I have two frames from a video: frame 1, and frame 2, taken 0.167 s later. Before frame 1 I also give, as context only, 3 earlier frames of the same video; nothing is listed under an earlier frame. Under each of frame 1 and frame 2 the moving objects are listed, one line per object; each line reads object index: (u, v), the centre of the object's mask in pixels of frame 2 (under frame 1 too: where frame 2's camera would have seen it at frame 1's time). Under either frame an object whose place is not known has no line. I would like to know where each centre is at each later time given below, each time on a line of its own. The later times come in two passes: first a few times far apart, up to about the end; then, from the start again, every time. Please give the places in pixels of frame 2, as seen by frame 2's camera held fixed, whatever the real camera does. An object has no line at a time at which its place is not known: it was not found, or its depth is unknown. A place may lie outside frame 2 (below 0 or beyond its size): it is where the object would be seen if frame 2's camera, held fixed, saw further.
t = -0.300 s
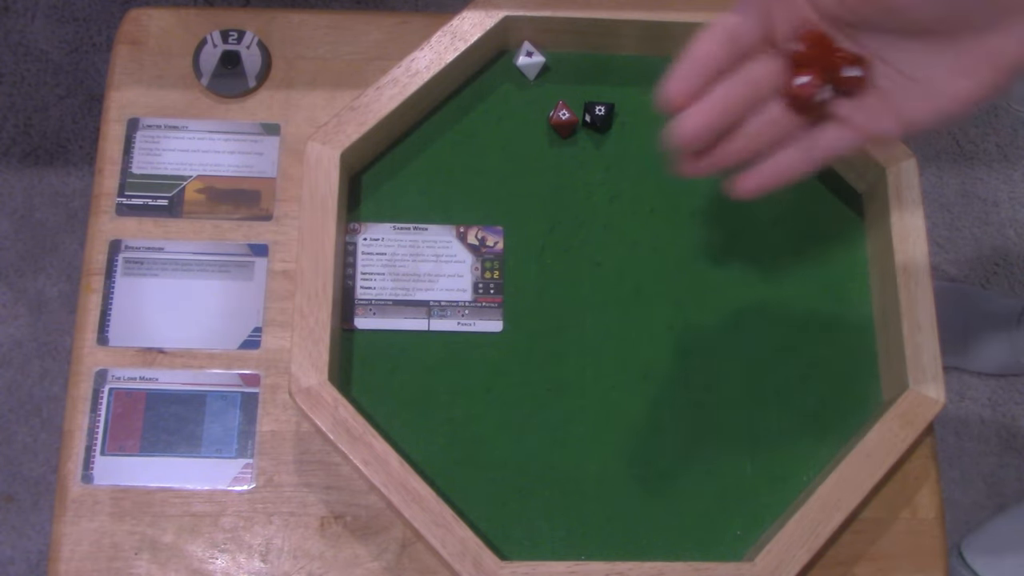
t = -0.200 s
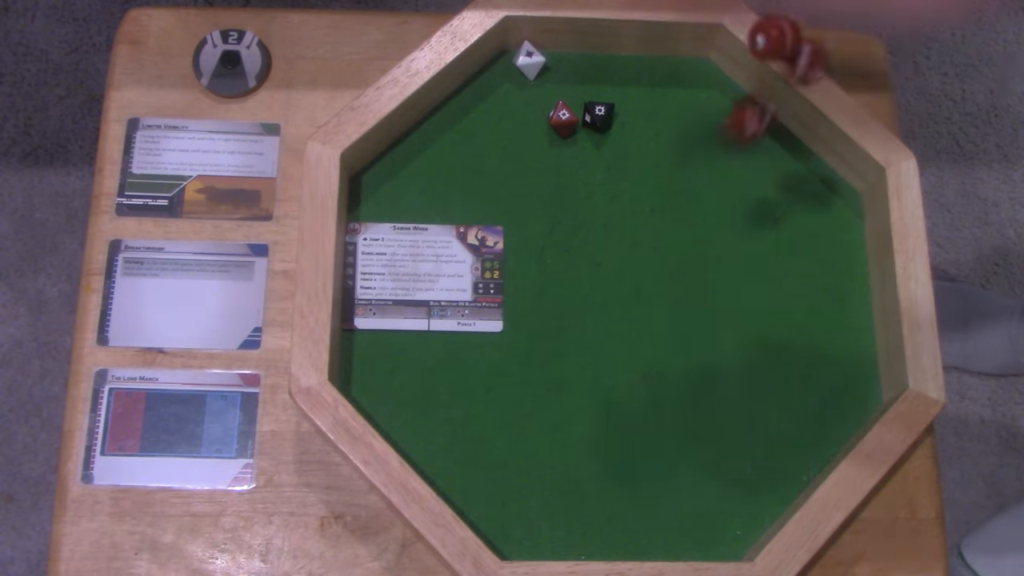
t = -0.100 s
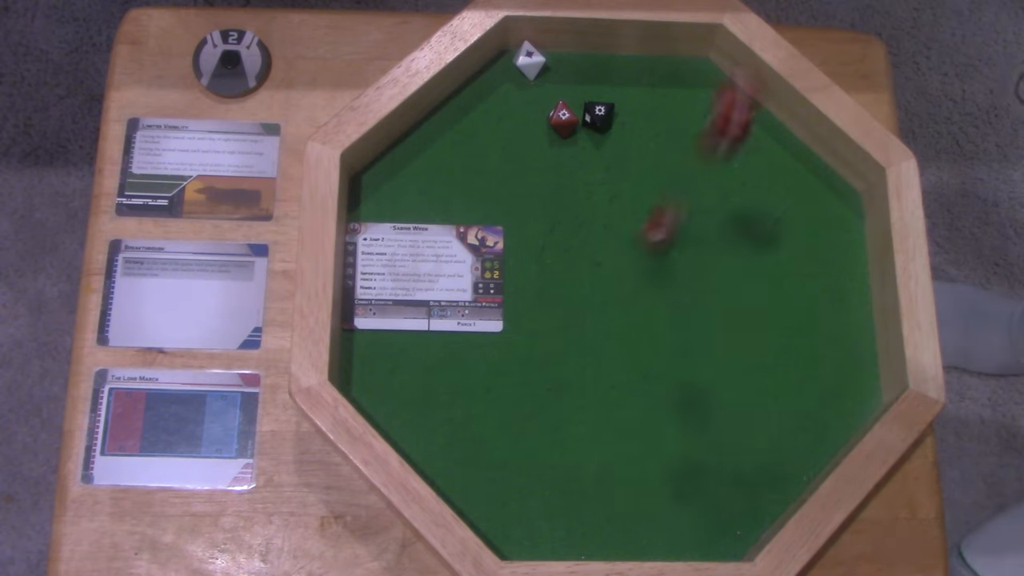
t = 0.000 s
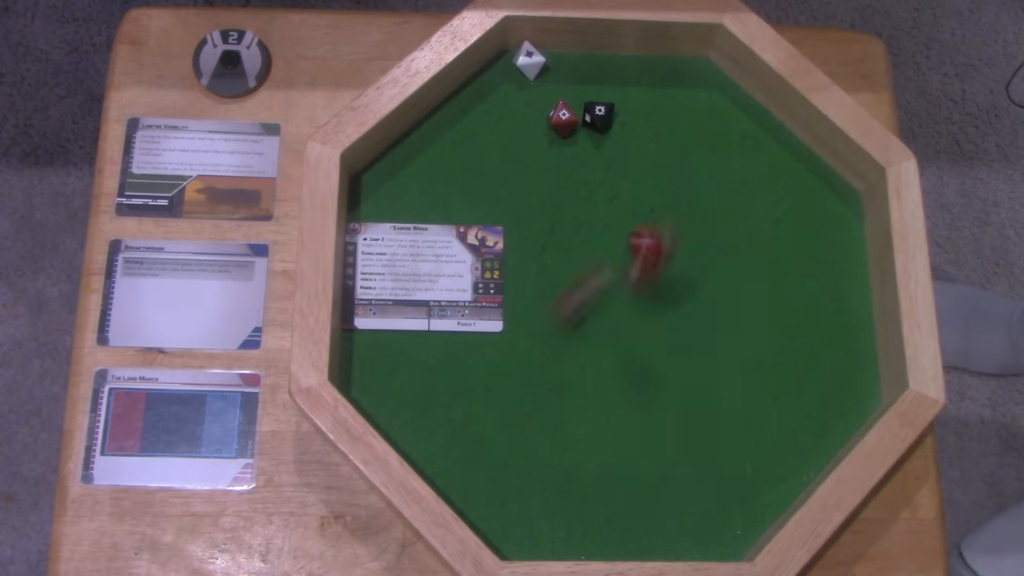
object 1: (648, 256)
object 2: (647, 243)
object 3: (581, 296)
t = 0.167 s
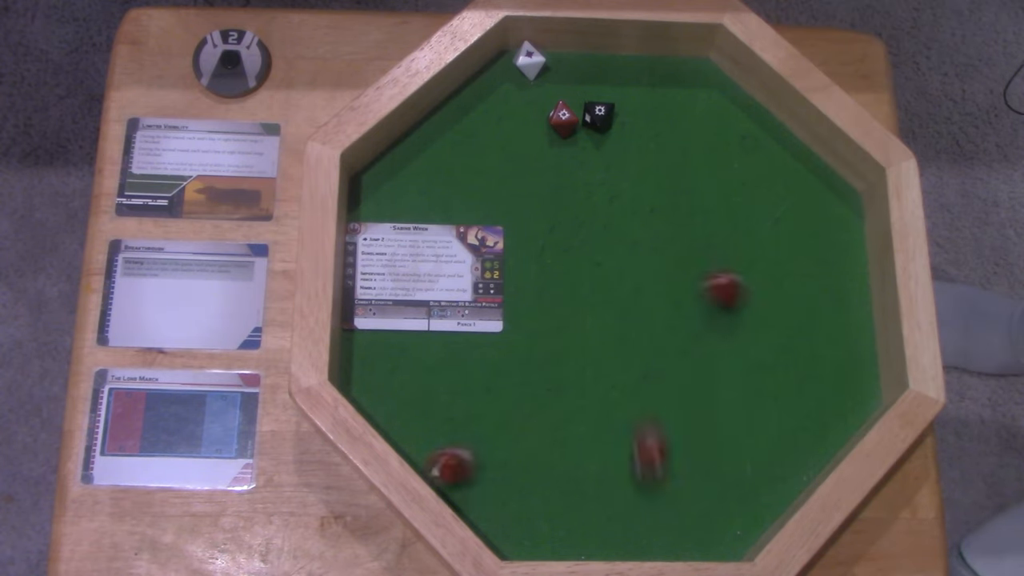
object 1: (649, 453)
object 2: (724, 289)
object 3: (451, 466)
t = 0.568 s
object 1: (668, 409)
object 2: (822, 382)
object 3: (540, 420)
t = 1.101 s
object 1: (668, 409)
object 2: (821, 367)
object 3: (539, 417)
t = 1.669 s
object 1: (668, 409)
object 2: (821, 367)
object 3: (539, 417)
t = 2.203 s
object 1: (668, 409)
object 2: (822, 367)
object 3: (539, 417)
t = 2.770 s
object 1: (668, 409)
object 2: (822, 366)
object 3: (539, 417)
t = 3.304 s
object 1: (668, 409)
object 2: (822, 367)
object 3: (539, 417)
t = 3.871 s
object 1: (668, 409)
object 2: (822, 367)
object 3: (539, 417)
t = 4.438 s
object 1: (668, 409)
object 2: (822, 366)
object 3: (539, 417)
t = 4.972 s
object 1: (668, 409)
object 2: (822, 367)
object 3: (539, 417)
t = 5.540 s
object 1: (668, 409)
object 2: (822, 367)
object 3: (539, 417)
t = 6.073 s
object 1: (668, 409)
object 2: (822, 367)
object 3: (539, 417)
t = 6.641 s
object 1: (668, 409)
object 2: (822, 367)
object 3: (539, 417)
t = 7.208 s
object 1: (668, 409)
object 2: (822, 366)
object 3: (539, 417)
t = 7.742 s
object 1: (668, 409)
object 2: (822, 366)
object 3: (539, 417)
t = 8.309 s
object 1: (668, 409)
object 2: (821, 366)
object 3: (539, 417)
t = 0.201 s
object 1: (659, 498)
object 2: (745, 291)
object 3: (478, 459)
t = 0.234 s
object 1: (666, 538)
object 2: (760, 302)
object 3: (499, 455)
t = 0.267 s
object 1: (671, 516)
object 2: (772, 314)
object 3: (511, 448)
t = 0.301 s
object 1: (670, 485)
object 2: (785, 322)
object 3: (514, 442)
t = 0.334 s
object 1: (668, 458)
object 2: (794, 333)
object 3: (516, 438)
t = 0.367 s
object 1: (668, 441)
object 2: (805, 343)
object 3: (517, 435)
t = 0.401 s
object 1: (666, 428)
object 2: (811, 352)
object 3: (519, 432)
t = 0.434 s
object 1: (666, 418)
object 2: (818, 364)
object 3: (524, 430)
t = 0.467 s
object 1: (666, 410)
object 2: (821, 373)
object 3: (527, 428)
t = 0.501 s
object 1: (667, 409)
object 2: (821, 378)
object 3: (531, 425)
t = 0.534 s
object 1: (669, 408)
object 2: (822, 381)
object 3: (537, 422)
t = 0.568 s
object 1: (668, 409)
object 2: (822, 382)
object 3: (540, 420)
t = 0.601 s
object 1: (668, 409)
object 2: (822, 382)
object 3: (540, 417)
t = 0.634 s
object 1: (668, 409)
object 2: (823, 382)
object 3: (539, 416)
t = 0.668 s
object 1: (668, 409)
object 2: (823, 381)
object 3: (539, 418)
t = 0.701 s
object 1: (668, 409)
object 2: (823, 380)
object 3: (539, 417)
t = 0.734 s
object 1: (668, 409)
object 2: (823, 379)
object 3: (539, 417)
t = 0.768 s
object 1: (668, 409)
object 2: (822, 376)
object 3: (539, 417)
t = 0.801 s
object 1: (668, 409)
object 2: (822, 371)
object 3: (539, 417)
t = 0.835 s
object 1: (668, 409)
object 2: (821, 365)
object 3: (539, 417)
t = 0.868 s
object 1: (668, 409)
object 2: (822, 364)
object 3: (539, 417)
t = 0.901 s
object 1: (668, 409)
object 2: (821, 367)
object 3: (539, 417)
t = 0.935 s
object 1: (668, 409)
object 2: (821, 367)
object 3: (539, 417)
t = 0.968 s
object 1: (668, 409)
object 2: (822, 366)
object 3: (539, 417)
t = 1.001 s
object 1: (668, 409)
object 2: (821, 367)
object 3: (539, 417)
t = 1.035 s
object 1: (668, 409)
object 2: (821, 367)
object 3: (539, 417)
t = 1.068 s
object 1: (668, 409)
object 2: (821, 366)
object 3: (539, 417)
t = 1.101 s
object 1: (668, 409)
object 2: (821, 367)
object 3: (539, 417)
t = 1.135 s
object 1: (668, 409)
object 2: (821, 367)
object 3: (539, 417)
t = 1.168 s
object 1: (668, 409)
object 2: (821, 367)
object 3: (539, 417)
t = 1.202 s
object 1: (668, 409)
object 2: (821, 367)
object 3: (539, 417)
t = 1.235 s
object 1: (668, 409)
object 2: (821, 367)
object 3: (539, 417)
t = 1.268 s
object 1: (668, 409)
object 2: (821, 367)
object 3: (539, 417)
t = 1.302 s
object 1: (668, 409)
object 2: (821, 367)
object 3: (539, 417)
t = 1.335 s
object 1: (668, 409)
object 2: (821, 366)
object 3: (539, 417)
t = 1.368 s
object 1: (668, 409)
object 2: (821, 367)
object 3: (539, 417)
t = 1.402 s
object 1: (668, 409)
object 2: (821, 367)
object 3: (539, 417)
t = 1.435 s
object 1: (668, 409)
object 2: (821, 367)
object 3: (539, 417)
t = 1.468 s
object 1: (668, 409)
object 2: (821, 367)
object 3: (539, 417)
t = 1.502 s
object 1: (668, 409)
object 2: (821, 367)
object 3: (539, 417)
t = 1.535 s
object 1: (668, 409)
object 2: (822, 367)
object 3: (539, 417)
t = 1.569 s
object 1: (668, 409)
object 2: (821, 367)
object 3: (539, 417)
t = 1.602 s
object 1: (668, 409)
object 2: (821, 367)
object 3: (539, 417)
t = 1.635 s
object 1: (668, 409)
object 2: (821, 367)
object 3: (539, 417)
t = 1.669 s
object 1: (668, 409)
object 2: (821, 367)
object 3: (539, 417)
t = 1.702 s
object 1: (668, 409)
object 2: (821, 367)
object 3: (539, 417)
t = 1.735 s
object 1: (668, 409)
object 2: (821, 367)
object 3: (539, 417)
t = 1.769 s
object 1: (668, 409)
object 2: (821, 367)
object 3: (539, 417)
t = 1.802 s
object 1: (668, 409)
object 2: (821, 367)
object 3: (539, 417)
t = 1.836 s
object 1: (668, 409)
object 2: (821, 367)
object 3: (539, 417)
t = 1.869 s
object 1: (668, 409)
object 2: (821, 367)
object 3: (539, 417)
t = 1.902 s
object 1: (668, 409)
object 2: (821, 367)
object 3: (539, 417)
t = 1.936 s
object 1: (668, 409)
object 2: (821, 367)
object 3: (539, 417)
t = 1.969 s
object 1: (668, 409)
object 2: (821, 367)
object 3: (539, 417)
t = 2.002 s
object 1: (668, 409)
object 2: (821, 367)
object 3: (539, 417)
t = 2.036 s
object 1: (668, 409)
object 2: (821, 367)
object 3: (539, 417)
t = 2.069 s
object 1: (668, 409)
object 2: (821, 367)
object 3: (539, 417)
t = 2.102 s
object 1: (668, 409)
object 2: (821, 367)
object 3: (539, 417)
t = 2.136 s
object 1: (668, 409)
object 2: (821, 367)
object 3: (539, 417)
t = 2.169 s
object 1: (668, 409)
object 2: (821, 367)
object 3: (539, 417)
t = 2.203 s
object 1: (668, 409)
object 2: (822, 367)
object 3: (539, 417)
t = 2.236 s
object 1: (668, 409)
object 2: (821, 367)
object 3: (539, 417)
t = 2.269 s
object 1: (668, 409)
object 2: (821, 367)
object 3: (539, 417)
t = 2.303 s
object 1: (668, 409)
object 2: (821, 367)
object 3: (539, 417)
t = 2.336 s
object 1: (668, 409)
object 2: (822, 367)
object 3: (539, 417)
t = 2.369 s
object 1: (668, 409)
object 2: (821, 367)
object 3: (539, 417)
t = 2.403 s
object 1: (668, 409)
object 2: (821, 367)
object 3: (539, 417)
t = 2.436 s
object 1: (668, 409)
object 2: (821, 367)
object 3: (539, 417)
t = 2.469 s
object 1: (668, 409)
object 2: (821, 367)
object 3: (539, 417)
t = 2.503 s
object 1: (668, 409)
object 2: (821, 367)
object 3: (539, 417)
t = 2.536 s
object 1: (668, 409)
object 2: (821, 367)
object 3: (539, 417)
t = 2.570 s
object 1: (668, 409)
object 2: (821, 367)
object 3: (539, 417)
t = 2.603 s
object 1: (668, 409)
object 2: (821, 367)
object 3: (539, 417)
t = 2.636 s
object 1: (668, 409)
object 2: (821, 367)
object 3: (539, 417)
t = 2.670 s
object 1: (668, 409)
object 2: (821, 366)
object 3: (539, 417)
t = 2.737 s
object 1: (668, 409)
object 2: (822, 366)
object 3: (539, 417)
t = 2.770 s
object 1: (668, 409)
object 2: (822, 366)
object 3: (539, 417)
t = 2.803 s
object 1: (668, 409)
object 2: (821, 366)
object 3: (539, 417)
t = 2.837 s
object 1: (668, 409)
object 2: (821, 366)
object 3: (539, 417)
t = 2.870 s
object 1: (668, 409)
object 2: (822, 366)
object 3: (539, 417)
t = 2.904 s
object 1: (668, 409)
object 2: (821, 366)
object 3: (539, 417)
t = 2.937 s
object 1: (668, 409)
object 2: (821, 366)
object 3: (539, 417)
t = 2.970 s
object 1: (668, 409)
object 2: (822, 366)
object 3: (539, 417)
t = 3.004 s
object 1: (668, 409)
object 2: (822, 366)
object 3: (539, 417)
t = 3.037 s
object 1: (668, 409)
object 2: (822, 366)
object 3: (539, 417)
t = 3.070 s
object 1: (668, 409)
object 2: (822, 366)
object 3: (539, 417)
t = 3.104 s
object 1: (668, 409)
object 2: (822, 366)
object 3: (539, 417)
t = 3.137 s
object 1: (668, 409)
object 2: (822, 366)
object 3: (539, 417)
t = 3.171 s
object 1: (668, 409)
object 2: (822, 366)
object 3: (539, 417)
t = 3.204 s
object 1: (668, 409)
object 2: (822, 366)
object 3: (539, 417)
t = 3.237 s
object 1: (668, 409)
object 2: (822, 366)
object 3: (539, 417)
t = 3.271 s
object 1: (668, 409)
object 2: (822, 367)
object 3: (539, 417)
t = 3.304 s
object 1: (668, 409)
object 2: (822, 367)
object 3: (539, 417)
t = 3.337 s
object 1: (668, 409)
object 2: (822, 367)
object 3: (539, 417)
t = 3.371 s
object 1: (668, 409)
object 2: (822, 367)
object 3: (539, 417)
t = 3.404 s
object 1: (668, 409)
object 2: (822, 367)
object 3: (539, 417)
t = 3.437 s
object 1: (668, 409)
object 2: (822, 367)
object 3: (539, 417)
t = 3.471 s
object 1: (668, 409)
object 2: (822, 367)
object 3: (539, 417)
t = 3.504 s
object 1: (668, 409)
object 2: (822, 367)
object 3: (539, 417)
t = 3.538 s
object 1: (668, 409)
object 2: (822, 367)
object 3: (539, 417)
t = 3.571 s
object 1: (668, 409)
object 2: (822, 367)
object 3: (539, 417)
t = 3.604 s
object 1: (668, 409)
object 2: (822, 367)
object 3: (539, 417)
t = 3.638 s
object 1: (668, 409)
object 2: (822, 367)
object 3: (539, 417)
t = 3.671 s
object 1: (668, 409)
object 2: (822, 367)
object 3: (539, 417)
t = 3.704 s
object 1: (668, 409)
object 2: (822, 367)
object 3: (539, 417)
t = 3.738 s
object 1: (668, 409)
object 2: (822, 367)
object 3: (539, 417)
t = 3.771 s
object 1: (668, 409)
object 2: (822, 367)
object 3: (539, 417)
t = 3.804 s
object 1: (668, 409)
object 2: (822, 367)
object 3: (539, 417)
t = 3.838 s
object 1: (668, 409)
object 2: (822, 367)
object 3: (539, 417)
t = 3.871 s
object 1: (668, 409)
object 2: (822, 367)
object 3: (539, 417)
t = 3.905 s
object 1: (668, 409)
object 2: (822, 367)
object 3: (539, 417)
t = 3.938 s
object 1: (668, 409)
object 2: (822, 367)
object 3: (539, 417)
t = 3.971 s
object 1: (668, 409)
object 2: (822, 367)
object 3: (539, 417)
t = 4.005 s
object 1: (668, 409)
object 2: (822, 367)
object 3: (539, 417)
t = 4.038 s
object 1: (668, 409)
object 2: (822, 367)
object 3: (539, 417)
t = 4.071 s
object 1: (668, 409)
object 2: (822, 367)
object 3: (539, 417)
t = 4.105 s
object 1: (668, 409)
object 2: (822, 367)
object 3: (539, 417)
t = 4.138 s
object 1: (668, 409)
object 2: (822, 367)
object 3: (539, 417)
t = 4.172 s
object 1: (668, 409)
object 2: (822, 367)
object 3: (539, 417)
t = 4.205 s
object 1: (668, 409)
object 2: (822, 367)
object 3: (539, 417)
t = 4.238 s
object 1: (668, 409)
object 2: (822, 367)
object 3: (539, 417)
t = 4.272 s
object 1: (668, 409)
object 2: (822, 367)
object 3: (539, 417)
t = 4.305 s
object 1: (668, 409)
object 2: (822, 367)
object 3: (539, 417)
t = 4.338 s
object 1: (668, 409)
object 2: (822, 367)
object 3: (539, 417)
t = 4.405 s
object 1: (668, 409)
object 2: (822, 367)
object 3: (539, 417)
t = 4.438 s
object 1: (668, 409)
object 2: (822, 366)
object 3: (539, 417)
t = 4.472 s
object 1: (668, 409)
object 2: (822, 367)
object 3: (539, 417)
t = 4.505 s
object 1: (668, 409)
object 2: (822, 367)
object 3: (539, 417)
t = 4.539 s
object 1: (668, 409)
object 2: (822, 367)
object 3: (539, 417)
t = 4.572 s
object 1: (668, 409)
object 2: (822, 367)
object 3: (539, 417)
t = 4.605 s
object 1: (668, 409)
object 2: (822, 367)
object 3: (539, 417)
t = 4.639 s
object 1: (668, 409)
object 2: (822, 367)
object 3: (539, 417)
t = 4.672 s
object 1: (668, 409)
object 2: (822, 367)
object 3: (539, 417)
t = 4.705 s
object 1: (668, 409)
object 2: (822, 366)
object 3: (539, 417)
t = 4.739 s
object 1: (668, 409)
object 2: (822, 366)
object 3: (539, 417)
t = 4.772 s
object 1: (668, 409)
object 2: (822, 367)
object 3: (539, 417)
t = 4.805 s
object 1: (668, 409)
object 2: (822, 367)
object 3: (539, 417)
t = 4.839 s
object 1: (668, 409)
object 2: (822, 367)
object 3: (539, 417)
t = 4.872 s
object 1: (668, 409)
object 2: (822, 367)
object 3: (539, 417)
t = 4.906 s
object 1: (668, 409)
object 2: (822, 367)
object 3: (539, 417)
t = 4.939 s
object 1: (668, 409)
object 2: (822, 367)
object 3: (539, 417)
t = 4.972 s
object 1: (668, 409)
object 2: (822, 367)
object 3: (539, 417)
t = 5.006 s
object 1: (668, 409)
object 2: (822, 367)
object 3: (539, 417)
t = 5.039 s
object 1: (668, 409)
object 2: (822, 367)
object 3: (539, 417)
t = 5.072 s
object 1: (668, 409)
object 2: (822, 367)
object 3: (539, 417)
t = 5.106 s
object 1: (668, 409)
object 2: (822, 367)
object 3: (539, 417)
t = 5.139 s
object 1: (668, 409)
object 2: (822, 367)
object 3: (539, 417)
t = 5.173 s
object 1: (668, 409)
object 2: (822, 367)
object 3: (539, 417)
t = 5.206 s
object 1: (668, 409)
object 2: (822, 367)
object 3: (539, 417)
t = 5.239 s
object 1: (668, 409)
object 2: (822, 367)
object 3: (539, 417)
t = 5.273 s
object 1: (668, 409)
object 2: (822, 367)
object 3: (539, 417)
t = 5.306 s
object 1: (668, 409)
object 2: (822, 367)
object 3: (539, 417)
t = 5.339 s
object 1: (668, 409)
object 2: (822, 367)
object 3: (539, 417)
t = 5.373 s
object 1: (668, 409)
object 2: (822, 367)
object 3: (539, 417)
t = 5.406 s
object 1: (668, 409)
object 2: (822, 367)
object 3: (539, 417)
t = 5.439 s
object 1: (668, 409)
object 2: (822, 367)
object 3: (539, 417)
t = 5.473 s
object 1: (668, 409)
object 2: (822, 367)
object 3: (539, 417)
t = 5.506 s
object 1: (668, 409)
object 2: (822, 367)
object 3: (539, 417)
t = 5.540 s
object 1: (668, 409)
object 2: (822, 367)
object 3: (539, 417)
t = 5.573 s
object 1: (668, 409)
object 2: (822, 367)
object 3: (539, 417)
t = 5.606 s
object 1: (668, 409)
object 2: (822, 367)
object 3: (539, 417)
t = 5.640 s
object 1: (668, 409)
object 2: (822, 367)
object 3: (539, 417)
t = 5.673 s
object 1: (668, 409)
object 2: (822, 367)
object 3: (539, 417)
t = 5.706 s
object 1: (668, 409)
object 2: (822, 367)
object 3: (539, 417)
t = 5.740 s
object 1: (668, 409)
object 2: (822, 367)
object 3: (539, 417)
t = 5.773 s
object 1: (668, 409)
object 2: (822, 367)
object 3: (539, 417)
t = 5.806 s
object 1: (668, 409)
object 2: (822, 367)
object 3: (539, 417)
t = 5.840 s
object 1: (668, 409)
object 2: (822, 367)
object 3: (539, 417)
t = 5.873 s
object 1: (668, 409)
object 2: (822, 367)
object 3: (539, 417)
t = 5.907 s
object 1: (668, 409)
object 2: (822, 367)
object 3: (539, 417)
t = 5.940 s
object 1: (668, 409)
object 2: (822, 367)
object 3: (539, 417)
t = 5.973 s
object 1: (668, 409)
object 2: (822, 367)
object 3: (539, 417)
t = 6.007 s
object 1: (668, 409)
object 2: (822, 367)
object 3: (539, 417)
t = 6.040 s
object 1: (668, 409)
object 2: (822, 367)
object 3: (539, 417)
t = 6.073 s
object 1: (668, 409)
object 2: (822, 367)
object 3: (539, 417)
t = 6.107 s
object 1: (668, 409)
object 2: (822, 367)
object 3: (539, 417)
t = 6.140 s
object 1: (668, 409)
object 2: (822, 367)
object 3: (539, 417)
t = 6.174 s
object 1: (668, 409)
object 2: (822, 367)
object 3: (539, 417)
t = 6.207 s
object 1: (668, 409)
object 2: (822, 367)
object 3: (539, 417)
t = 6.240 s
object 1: (668, 409)
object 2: (822, 367)
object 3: (539, 417)
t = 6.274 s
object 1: (668, 409)
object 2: (822, 367)
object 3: (539, 417)
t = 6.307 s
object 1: (668, 409)
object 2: (822, 367)
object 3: (539, 417)
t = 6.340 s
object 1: (668, 409)
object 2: (822, 367)
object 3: (539, 417)
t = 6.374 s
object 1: (668, 409)
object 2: (822, 367)
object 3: (539, 417)
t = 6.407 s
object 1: (668, 409)
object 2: (822, 367)
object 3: (539, 417)
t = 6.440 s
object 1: (668, 409)
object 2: (822, 367)
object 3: (539, 417)
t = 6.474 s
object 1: (668, 409)
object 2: (822, 367)
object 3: (539, 417)
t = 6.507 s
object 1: (668, 409)
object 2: (822, 367)
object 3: (539, 417)
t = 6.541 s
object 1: (668, 409)
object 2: (822, 367)
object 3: (539, 417)
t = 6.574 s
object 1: (668, 409)
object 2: (822, 367)
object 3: (539, 417)
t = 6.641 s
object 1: (668, 409)
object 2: (822, 367)
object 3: (539, 417)
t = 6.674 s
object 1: (668, 409)
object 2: (822, 367)
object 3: (539, 417)
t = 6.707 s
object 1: (668, 409)
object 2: (822, 366)
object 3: (539, 417)
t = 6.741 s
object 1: (668, 409)
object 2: (822, 366)
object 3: (539, 417)
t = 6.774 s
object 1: (668, 409)
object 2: (822, 366)
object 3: (539, 417)
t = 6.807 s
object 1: (668, 409)
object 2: (822, 367)
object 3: (539, 417)
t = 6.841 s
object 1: (668, 409)
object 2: (822, 366)
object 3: (539, 417)
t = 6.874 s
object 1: (668, 409)
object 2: (822, 366)
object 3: (539, 417)
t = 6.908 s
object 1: (668, 409)
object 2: (822, 366)
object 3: (539, 417)
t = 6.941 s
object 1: (668, 409)
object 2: (822, 367)
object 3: (539, 417)
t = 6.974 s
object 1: (668, 409)
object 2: (822, 366)
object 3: (539, 417)
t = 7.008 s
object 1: (668, 409)
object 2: (822, 367)
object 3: (539, 417)
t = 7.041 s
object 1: (668, 409)
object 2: (822, 367)
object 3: (539, 417)
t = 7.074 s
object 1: (668, 409)
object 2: (822, 367)
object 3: (539, 417)
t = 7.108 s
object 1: (668, 409)
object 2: (822, 366)
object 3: (539, 417)
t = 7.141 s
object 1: (668, 409)
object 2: (822, 367)
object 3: (539, 417)
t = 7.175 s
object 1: (668, 409)
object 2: (822, 366)
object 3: (539, 417)
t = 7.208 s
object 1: (668, 409)
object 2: (822, 366)
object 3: (539, 417)
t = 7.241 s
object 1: (668, 409)
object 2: (821, 367)
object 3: (539, 417)
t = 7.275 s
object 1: (668, 409)
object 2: (822, 366)
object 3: (539, 417)
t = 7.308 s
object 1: (668, 409)
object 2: (822, 366)
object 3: (539, 417)
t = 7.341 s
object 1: (668, 409)
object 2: (822, 366)
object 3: (539, 417)
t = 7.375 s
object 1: (668, 409)
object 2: (822, 366)
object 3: (539, 417)
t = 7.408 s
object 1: (668, 409)
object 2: (822, 366)
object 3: (539, 417)
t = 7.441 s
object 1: (668, 409)
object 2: (822, 366)
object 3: (539, 417)
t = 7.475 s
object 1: (668, 409)
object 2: (822, 366)
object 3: (539, 417)
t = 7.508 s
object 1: (668, 409)
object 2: (822, 366)
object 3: (539, 417)
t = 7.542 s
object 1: (668, 409)
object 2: (822, 366)
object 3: (539, 417)
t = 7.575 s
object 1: (668, 409)
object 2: (822, 366)
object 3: (539, 417)
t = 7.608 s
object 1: (668, 409)
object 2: (822, 366)
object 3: (539, 417)
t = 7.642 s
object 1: (668, 409)
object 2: (822, 366)
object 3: (539, 417)
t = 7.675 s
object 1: (668, 409)
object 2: (822, 366)
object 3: (539, 417)
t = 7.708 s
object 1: (668, 409)
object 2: (822, 366)
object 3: (539, 417)
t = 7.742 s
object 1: (668, 409)
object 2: (822, 366)
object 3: (539, 417)
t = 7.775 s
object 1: (668, 409)
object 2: (822, 366)
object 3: (539, 417)
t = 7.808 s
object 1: (668, 409)
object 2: (822, 366)
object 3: (539, 417)
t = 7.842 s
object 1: (668, 409)
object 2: (822, 366)
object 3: (539, 417)
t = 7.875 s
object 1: (668, 409)
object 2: (822, 367)
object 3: (539, 417)
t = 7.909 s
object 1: (668, 409)
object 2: (822, 366)
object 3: (539, 417)
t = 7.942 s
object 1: (668, 409)
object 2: (822, 366)
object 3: (539, 417)
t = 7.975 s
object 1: (668, 409)
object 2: (822, 366)
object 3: (539, 417)
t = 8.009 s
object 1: (668, 409)
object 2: (822, 366)
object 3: (539, 417)
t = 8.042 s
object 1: (668, 409)
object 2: (821, 366)
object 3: (539, 417)
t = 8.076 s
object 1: (668, 409)
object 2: (822, 366)
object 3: (539, 417)
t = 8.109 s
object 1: (668, 409)
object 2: (821, 366)
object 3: (539, 417)
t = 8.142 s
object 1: (668, 409)
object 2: (821, 366)
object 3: (539, 417)
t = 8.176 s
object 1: (668, 409)
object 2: (822, 366)
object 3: (539, 417)
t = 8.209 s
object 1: (668, 409)
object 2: (822, 366)
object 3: (539, 417)
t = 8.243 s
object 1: (668, 409)
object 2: (822, 366)
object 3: (539, 417)
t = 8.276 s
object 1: (668, 409)
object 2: (821, 366)
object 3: (539, 417)
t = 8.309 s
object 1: (668, 409)
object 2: (821, 366)
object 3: (539, 417)
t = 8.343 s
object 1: (668, 409)
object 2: (821, 366)
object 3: (539, 417)
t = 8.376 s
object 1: (668, 409)
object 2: (822, 366)
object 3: (539, 417)
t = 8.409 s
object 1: (668, 409)
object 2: (821, 366)
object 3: (539, 417)
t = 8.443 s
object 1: (668, 409)
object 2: (822, 366)
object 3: (539, 417)
